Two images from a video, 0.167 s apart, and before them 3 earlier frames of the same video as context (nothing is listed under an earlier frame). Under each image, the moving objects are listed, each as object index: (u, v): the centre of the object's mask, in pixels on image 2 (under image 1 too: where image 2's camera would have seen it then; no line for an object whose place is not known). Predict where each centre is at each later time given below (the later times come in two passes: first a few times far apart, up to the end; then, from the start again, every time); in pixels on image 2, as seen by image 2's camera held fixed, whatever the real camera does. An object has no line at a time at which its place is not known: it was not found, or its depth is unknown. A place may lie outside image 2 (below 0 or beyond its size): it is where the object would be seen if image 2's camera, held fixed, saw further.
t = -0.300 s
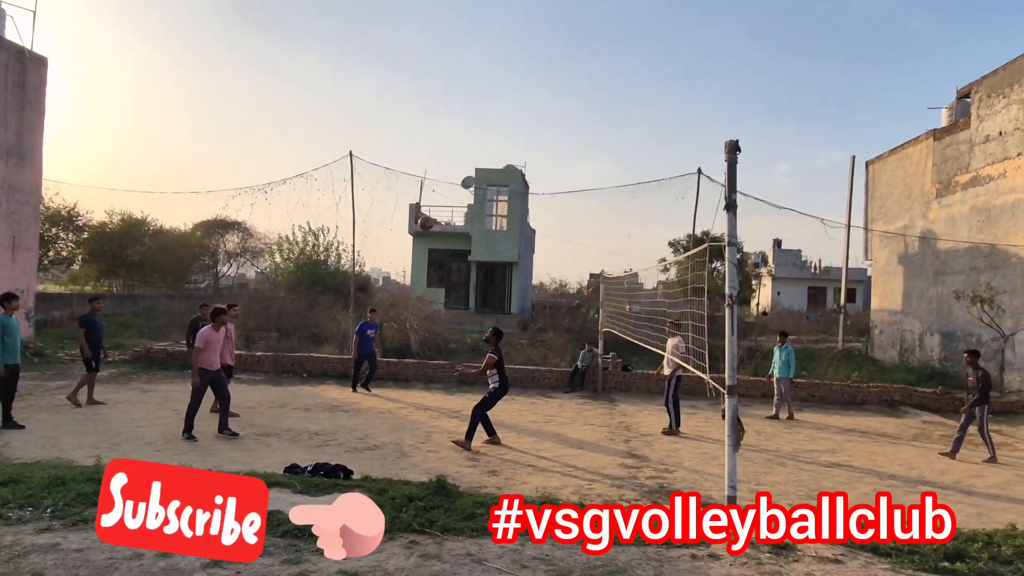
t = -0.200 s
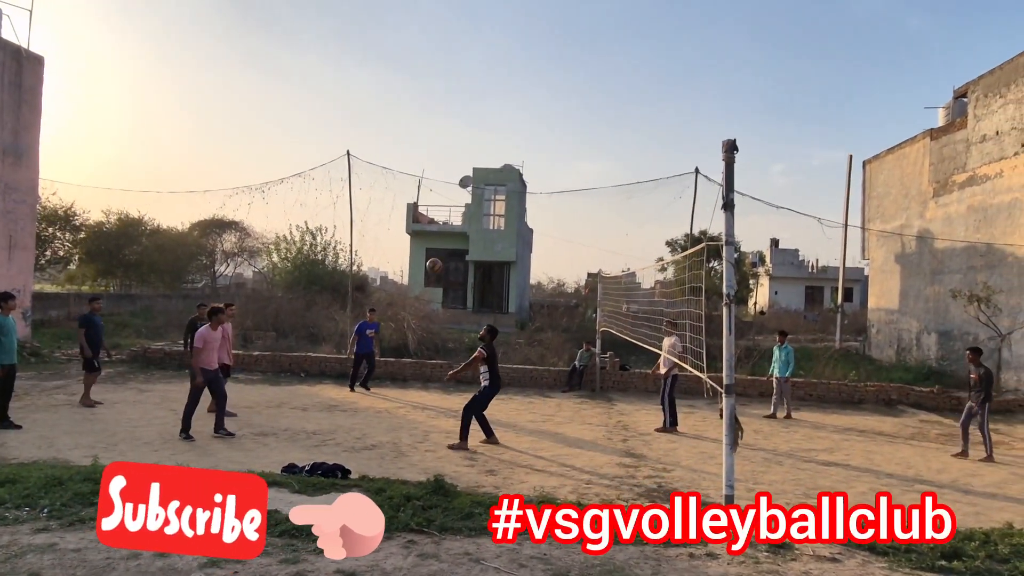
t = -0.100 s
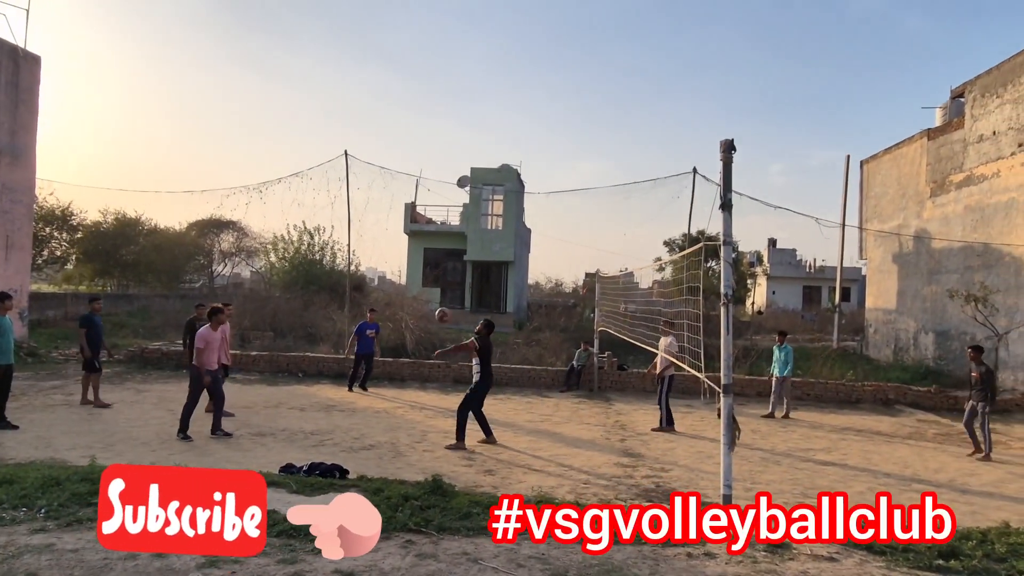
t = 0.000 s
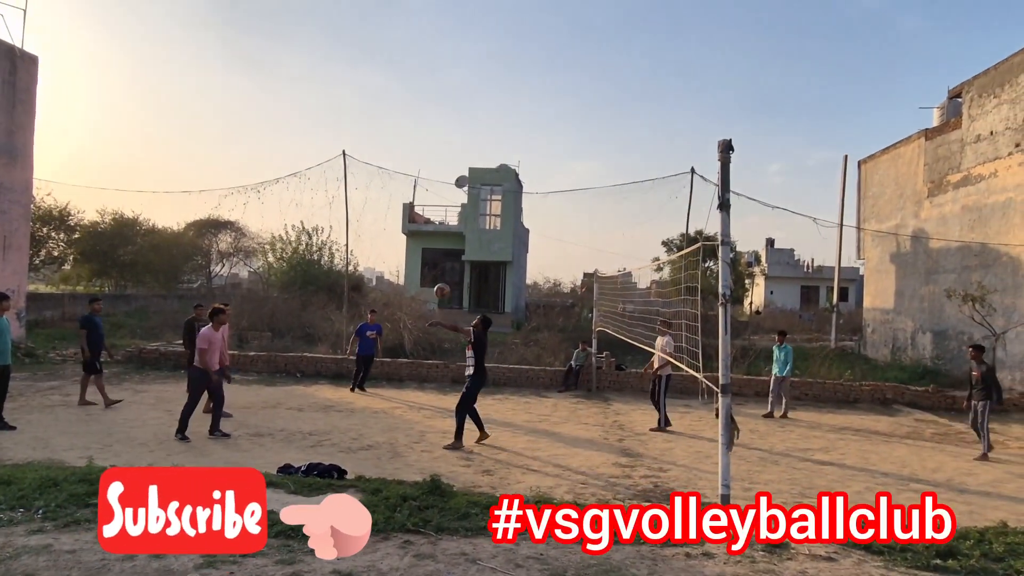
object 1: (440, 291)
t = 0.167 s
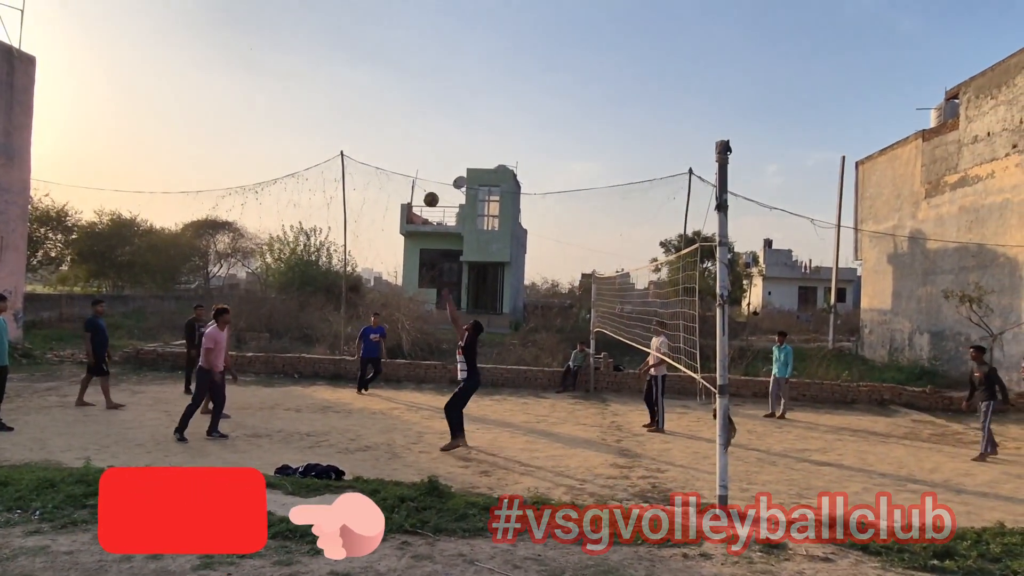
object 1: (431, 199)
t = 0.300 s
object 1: (422, 140)
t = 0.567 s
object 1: (404, 58)
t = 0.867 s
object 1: (381, 28)
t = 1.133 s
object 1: (358, 58)
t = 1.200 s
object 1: (351, 74)
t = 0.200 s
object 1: (429, 183)
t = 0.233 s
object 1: (427, 168)
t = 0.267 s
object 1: (425, 154)
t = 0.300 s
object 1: (422, 140)
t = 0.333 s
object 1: (420, 127)
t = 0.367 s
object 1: (417, 109)
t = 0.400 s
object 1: (415, 98)
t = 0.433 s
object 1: (413, 93)
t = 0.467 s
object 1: (411, 83)
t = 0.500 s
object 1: (409, 74)
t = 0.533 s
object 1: (406, 66)
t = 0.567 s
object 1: (404, 58)
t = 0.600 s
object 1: (401, 52)
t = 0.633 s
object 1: (399, 46)
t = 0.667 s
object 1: (396, 41)
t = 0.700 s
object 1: (394, 37)
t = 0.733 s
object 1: (391, 33)
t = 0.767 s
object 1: (389, 30)
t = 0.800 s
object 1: (386, 29)
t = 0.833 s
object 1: (384, 28)
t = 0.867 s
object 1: (381, 28)
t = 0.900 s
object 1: (378, 29)
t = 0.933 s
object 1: (375, 30)
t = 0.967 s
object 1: (372, 32)
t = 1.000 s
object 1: (369, 36)
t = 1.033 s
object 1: (367, 40)
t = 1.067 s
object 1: (364, 45)
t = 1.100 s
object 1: (361, 51)
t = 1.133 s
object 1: (358, 58)
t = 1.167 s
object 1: (355, 65)
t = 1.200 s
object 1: (351, 74)
